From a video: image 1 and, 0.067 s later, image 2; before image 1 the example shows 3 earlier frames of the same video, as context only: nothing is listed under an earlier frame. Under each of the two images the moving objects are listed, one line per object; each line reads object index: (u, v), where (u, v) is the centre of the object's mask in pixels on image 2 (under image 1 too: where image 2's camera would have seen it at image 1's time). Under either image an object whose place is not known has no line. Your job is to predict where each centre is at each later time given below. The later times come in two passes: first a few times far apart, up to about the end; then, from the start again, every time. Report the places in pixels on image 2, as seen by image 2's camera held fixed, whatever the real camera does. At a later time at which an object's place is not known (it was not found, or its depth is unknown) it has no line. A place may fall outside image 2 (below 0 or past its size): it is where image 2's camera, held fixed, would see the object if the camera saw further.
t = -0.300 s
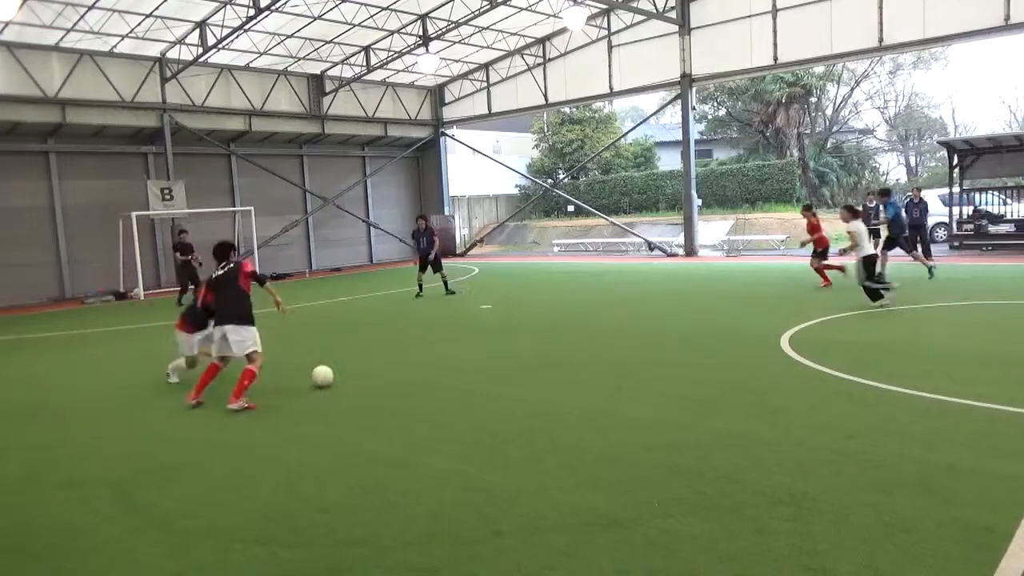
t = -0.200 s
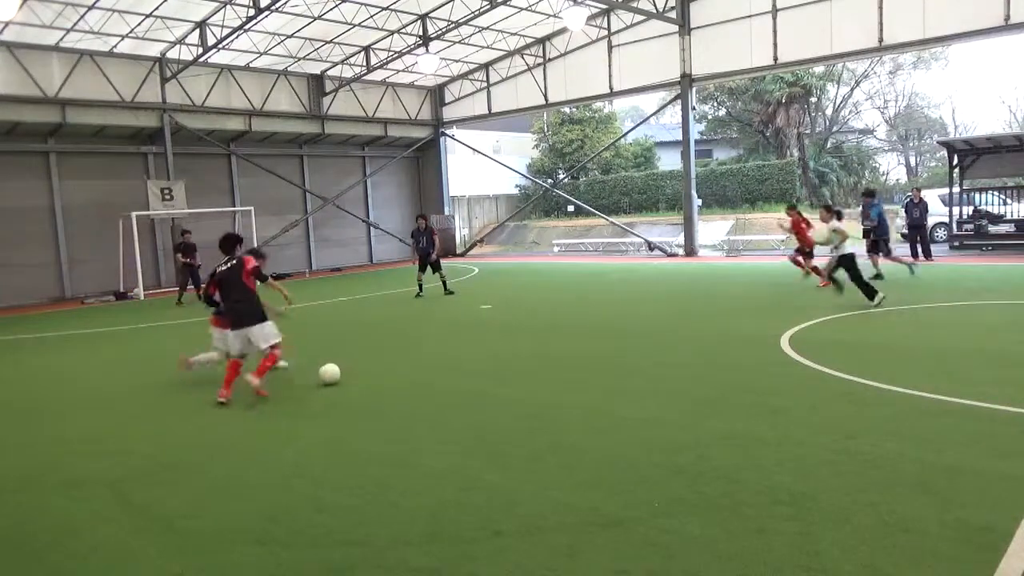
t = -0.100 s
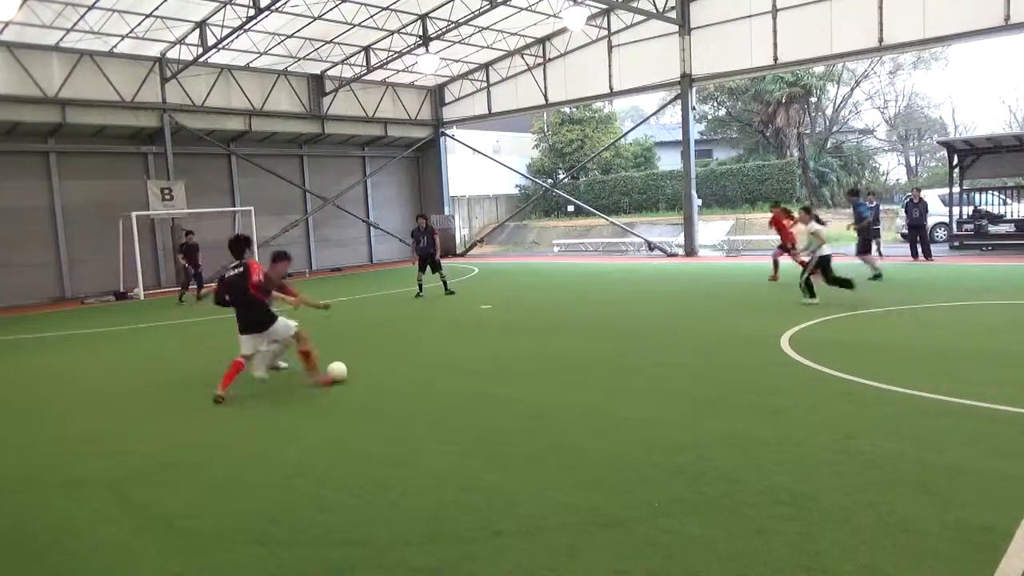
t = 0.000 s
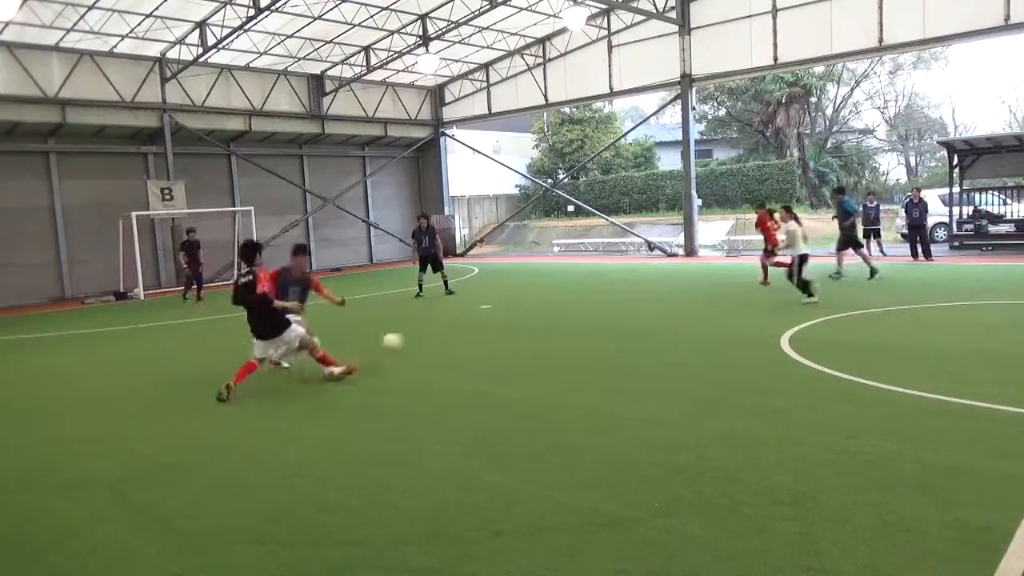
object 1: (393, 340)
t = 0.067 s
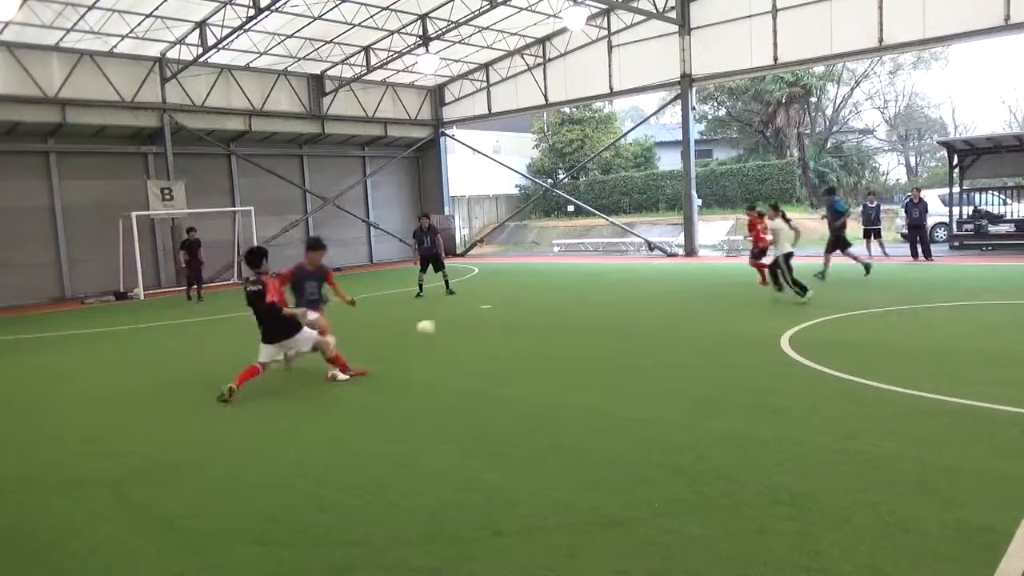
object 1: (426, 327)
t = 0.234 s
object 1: (492, 315)
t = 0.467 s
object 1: (556, 298)
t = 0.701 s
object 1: (596, 289)
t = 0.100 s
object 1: (440, 323)
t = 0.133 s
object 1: (455, 320)
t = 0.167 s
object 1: (468, 317)
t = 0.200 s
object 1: (481, 315)
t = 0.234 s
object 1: (492, 315)
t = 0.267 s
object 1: (504, 316)
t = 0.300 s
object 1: (514, 317)
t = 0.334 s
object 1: (524, 311)
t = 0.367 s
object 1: (532, 307)
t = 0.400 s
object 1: (540, 302)
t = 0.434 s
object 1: (547, 300)
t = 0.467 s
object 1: (556, 298)
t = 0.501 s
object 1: (562, 297)
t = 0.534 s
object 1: (569, 298)
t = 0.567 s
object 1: (575, 296)
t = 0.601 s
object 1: (580, 294)
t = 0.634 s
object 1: (586, 291)
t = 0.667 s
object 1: (591, 290)
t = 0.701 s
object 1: (596, 289)
